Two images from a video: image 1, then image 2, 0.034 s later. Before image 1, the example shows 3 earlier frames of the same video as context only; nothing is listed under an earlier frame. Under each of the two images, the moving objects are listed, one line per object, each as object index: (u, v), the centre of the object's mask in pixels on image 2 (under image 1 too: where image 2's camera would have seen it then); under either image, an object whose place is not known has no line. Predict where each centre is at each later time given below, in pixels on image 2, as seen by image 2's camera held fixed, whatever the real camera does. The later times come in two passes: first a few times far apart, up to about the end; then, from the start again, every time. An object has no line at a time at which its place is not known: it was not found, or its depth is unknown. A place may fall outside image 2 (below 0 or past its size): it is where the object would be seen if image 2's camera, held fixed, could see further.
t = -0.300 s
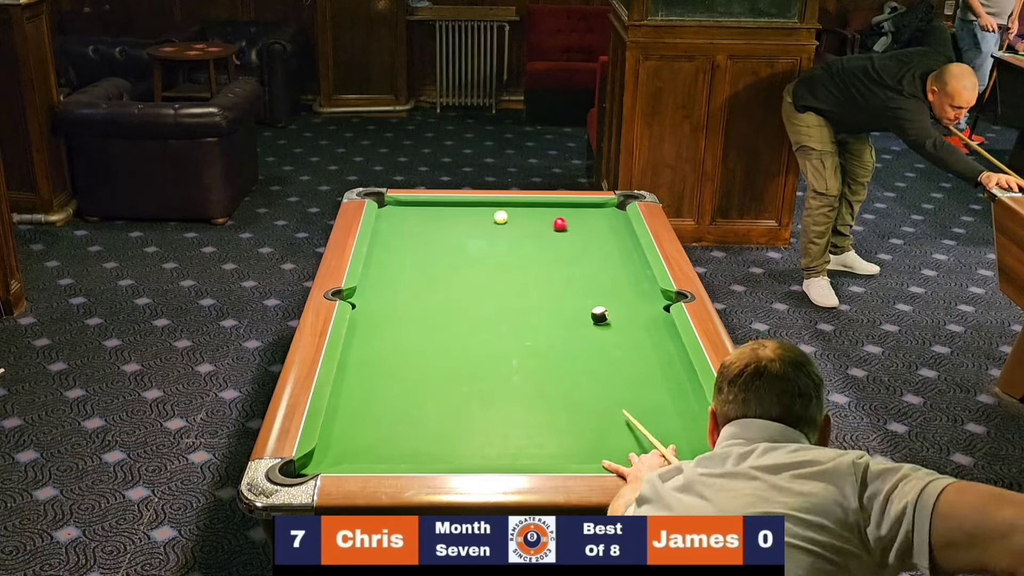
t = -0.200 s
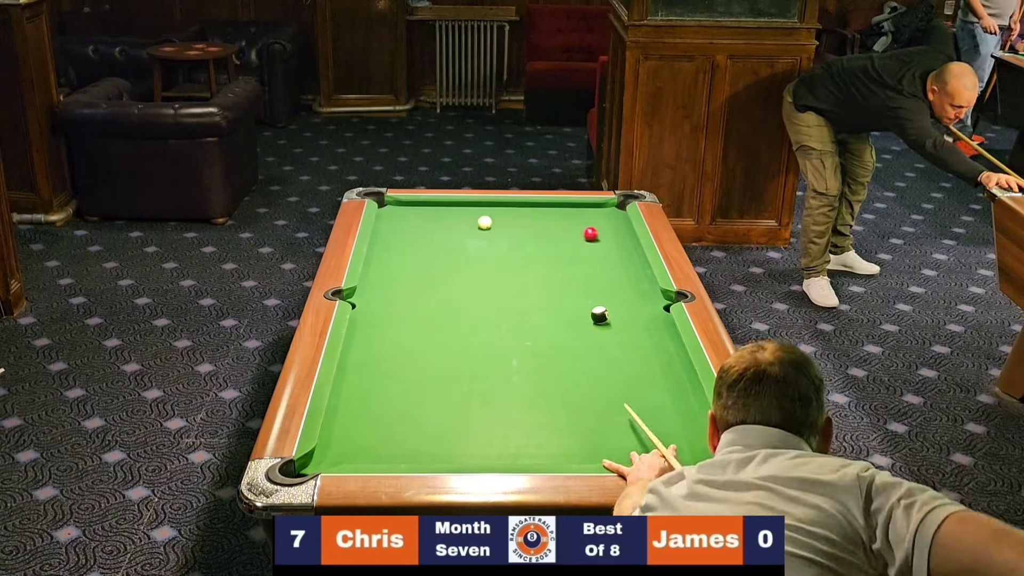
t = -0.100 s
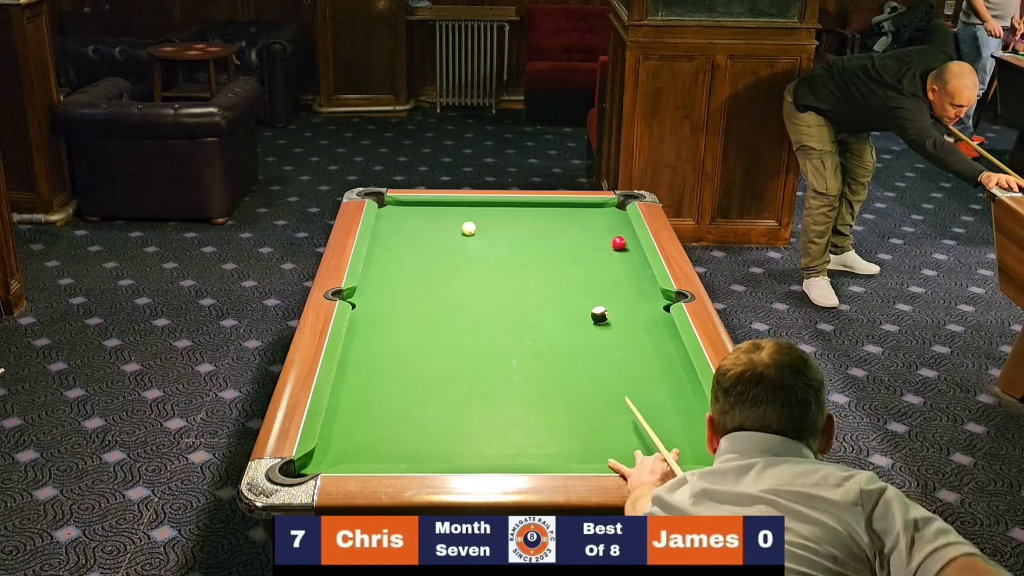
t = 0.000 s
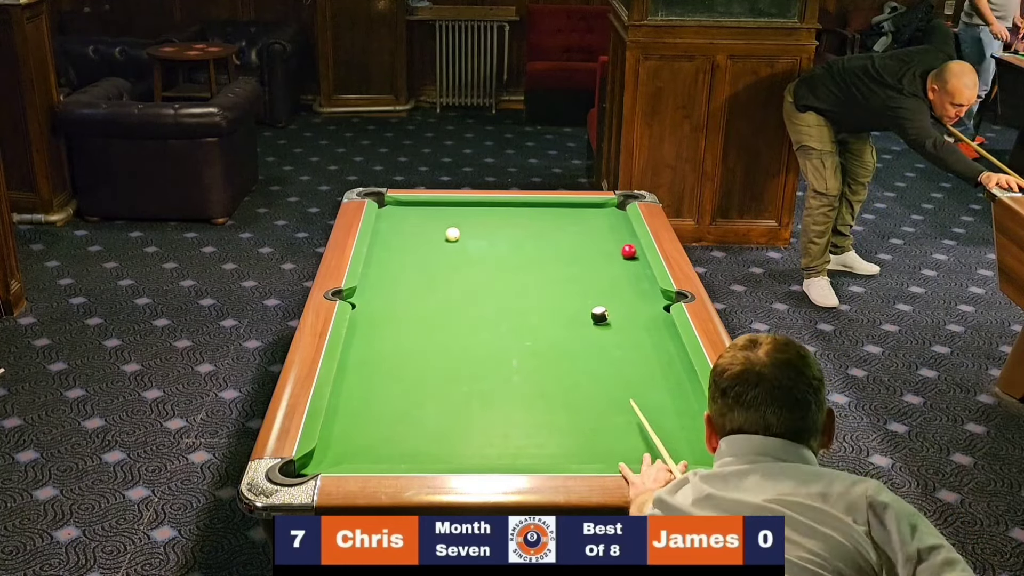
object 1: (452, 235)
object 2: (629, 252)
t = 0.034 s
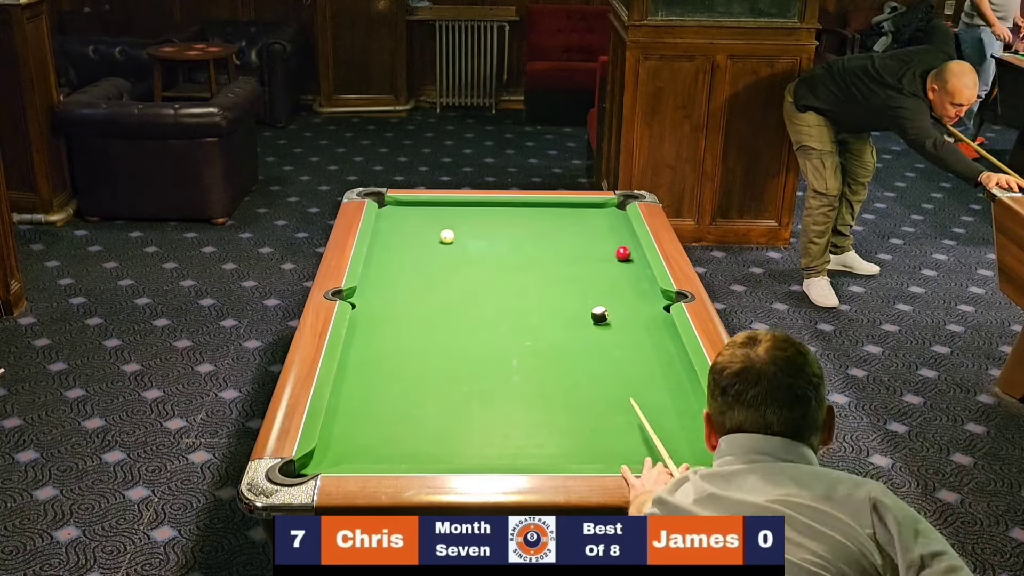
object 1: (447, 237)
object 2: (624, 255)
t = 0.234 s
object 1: (413, 249)
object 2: (593, 269)
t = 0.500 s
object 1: (372, 265)
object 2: (551, 289)
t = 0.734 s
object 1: (394, 273)
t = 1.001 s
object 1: (418, 283)
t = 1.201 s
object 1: (433, 290)
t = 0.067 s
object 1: (441, 239)
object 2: (618, 257)
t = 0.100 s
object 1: (436, 241)
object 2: (613, 259)
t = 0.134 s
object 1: (430, 242)
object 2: (608, 261)
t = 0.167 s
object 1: (425, 245)
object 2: (604, 264)
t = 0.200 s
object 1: (419, 247)
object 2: (598, 266)
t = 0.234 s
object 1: (413, 249)
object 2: (593, 269)
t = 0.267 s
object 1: (407, 251)
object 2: (588, 271)
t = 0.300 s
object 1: (402, 253)
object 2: (583, 274)
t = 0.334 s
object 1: (396, 255)
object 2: (578, 276)
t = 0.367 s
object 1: (390, 257)
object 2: (573, 279)
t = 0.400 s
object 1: (384, 259)
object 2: (567, 281)
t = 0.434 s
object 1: (378, 261)
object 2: (562, 284)
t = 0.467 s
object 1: (372, 263)
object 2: (557, 286)
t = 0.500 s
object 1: (372, 265)
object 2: (551, 289)
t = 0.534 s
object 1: (376, 266)
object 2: (546, 291)
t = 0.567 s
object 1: (379, 267)
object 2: (541, 294)
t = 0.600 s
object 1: (382, 268)
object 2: (535, 297)
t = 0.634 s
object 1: (385, 270)
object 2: (529, 299)
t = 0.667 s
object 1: (388, 271)
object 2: (524, 302)
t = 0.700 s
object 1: (391, 272)
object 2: (518, 305)
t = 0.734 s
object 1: (394, 273)
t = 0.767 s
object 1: (397, 275)
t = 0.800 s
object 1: (400, 276)
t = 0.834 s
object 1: (403, 277)
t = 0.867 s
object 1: (406, 278)
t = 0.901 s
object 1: (409, 279)
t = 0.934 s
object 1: (412, 281)
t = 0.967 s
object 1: (415, 282)
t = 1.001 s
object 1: (418, 283)
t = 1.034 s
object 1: (420, 284)
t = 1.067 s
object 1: (424, 285)
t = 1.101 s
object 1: (426, 286)
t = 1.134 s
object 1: (429, 287)
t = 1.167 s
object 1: (432, 289)
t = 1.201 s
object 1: (433, 290)
